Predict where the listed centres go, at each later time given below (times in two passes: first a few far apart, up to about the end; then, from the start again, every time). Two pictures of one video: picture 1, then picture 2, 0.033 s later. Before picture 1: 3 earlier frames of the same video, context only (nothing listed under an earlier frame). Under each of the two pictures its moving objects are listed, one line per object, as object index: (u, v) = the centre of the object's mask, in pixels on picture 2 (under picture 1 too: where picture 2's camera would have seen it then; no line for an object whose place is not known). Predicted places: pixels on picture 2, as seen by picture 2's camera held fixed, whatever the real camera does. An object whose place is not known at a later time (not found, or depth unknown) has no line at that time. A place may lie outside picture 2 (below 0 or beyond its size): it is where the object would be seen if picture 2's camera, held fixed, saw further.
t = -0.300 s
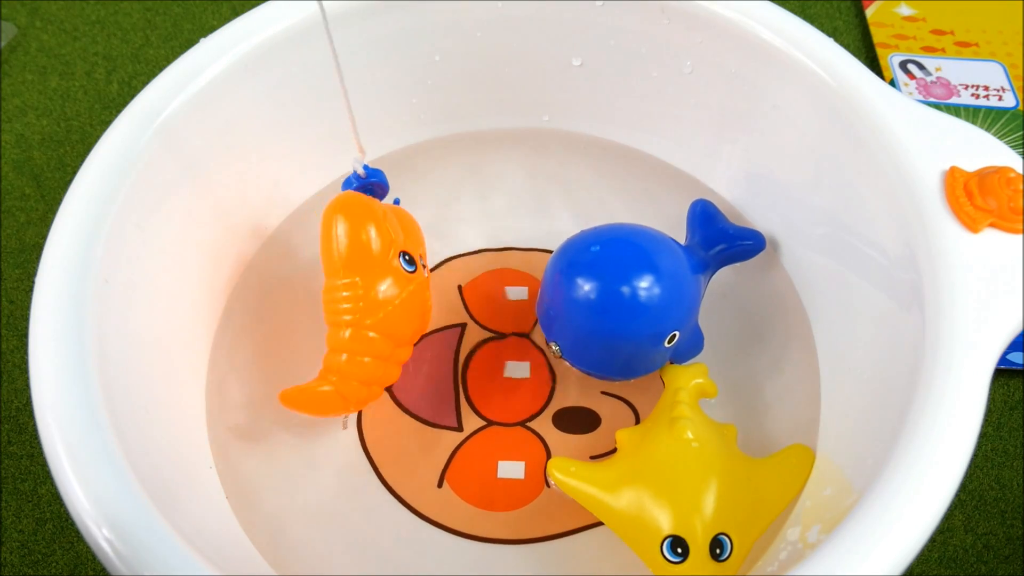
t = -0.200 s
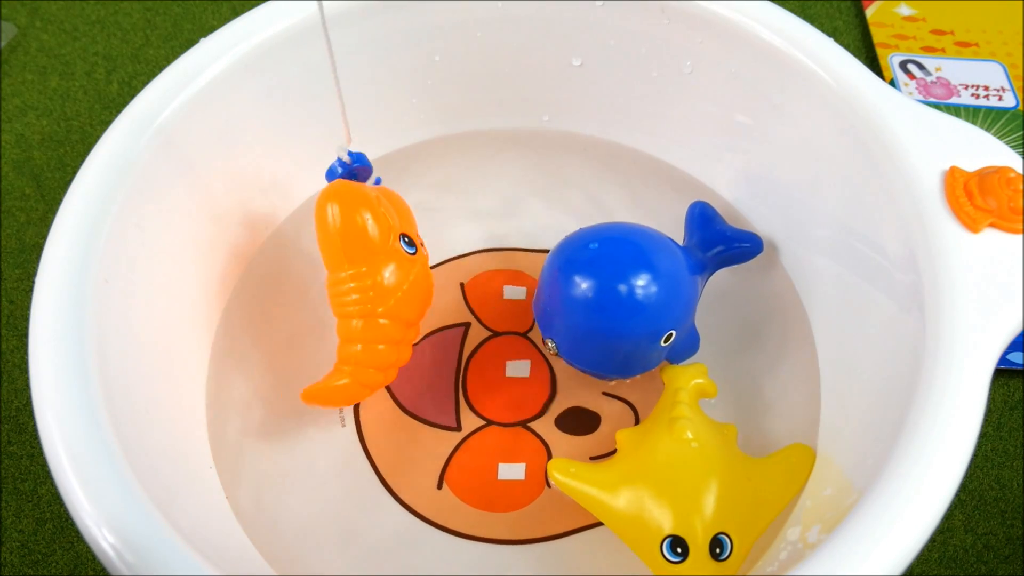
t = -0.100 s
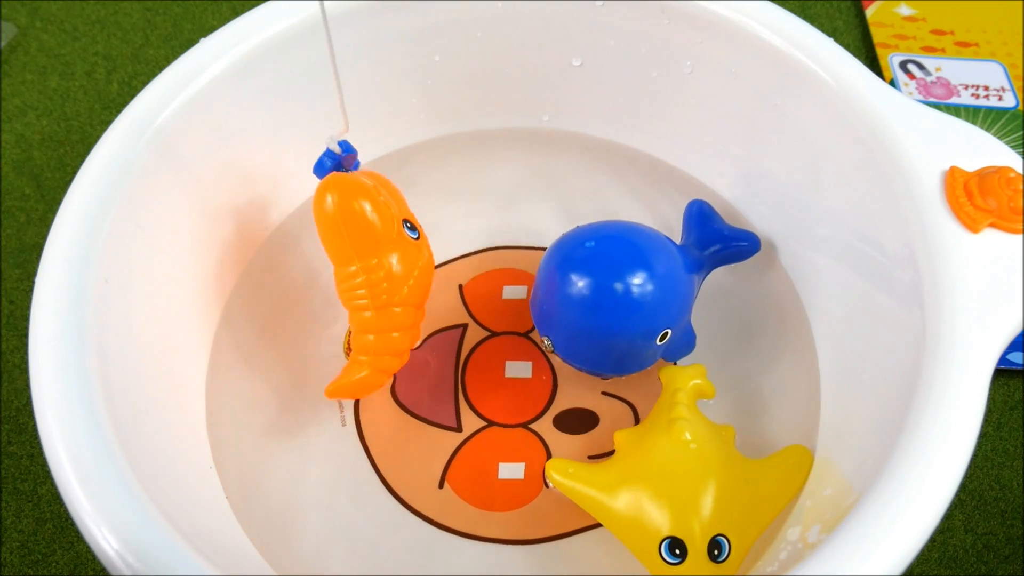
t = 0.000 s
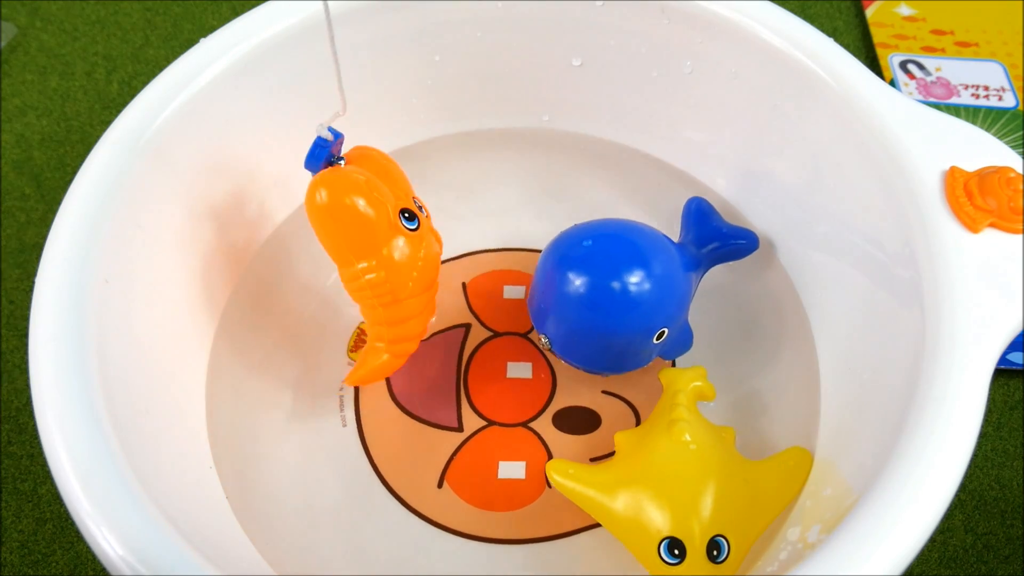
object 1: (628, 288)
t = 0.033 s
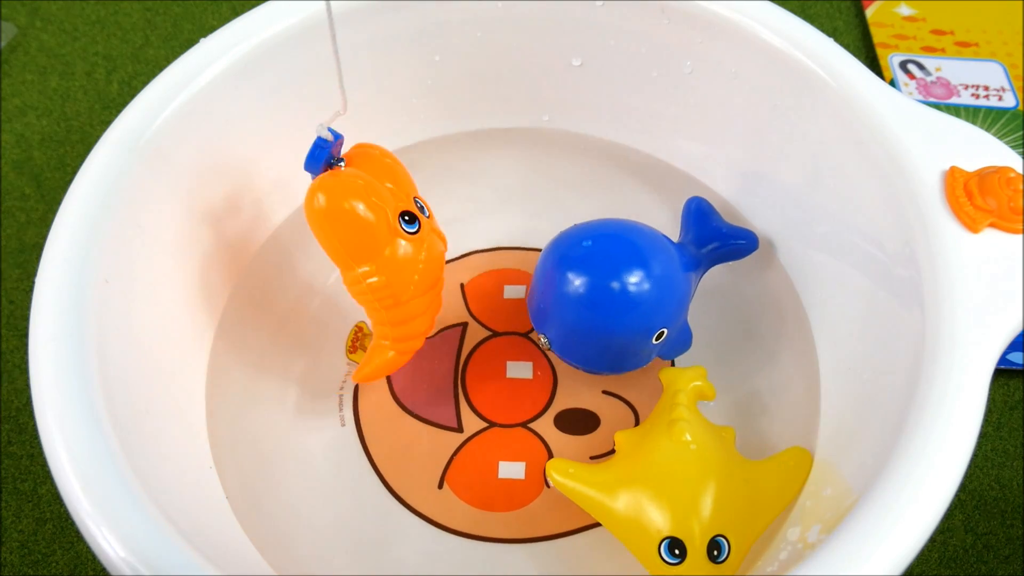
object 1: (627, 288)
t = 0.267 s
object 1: (629, 289)
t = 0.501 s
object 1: (649, 288)
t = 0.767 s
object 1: (655, 294)
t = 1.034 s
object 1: (645, 294)
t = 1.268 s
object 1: (640, 294)
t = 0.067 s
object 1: (627, 288)
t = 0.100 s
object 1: (627, 288)
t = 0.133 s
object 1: (627, 288)
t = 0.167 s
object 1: (627, 289)
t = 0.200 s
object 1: (628, 289)
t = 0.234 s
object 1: (629, 289)
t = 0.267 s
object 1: (629, 289)
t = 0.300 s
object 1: (629, 289)
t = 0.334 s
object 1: (629, 288)
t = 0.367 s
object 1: (629, 288)
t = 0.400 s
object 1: (633, 288)
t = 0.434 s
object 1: (644, 289)
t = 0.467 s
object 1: (649, 286)
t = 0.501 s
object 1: (649, 288)
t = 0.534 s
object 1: (648, 291)
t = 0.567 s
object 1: (652, 293)
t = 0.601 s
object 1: (653, 293)
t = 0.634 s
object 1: (654, 294)
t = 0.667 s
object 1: (654, 294)
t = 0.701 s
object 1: (654, 294)
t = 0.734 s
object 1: (654, 294)
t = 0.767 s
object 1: (655, 294)
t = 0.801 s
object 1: (655, 294)
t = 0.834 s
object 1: (655, 294)
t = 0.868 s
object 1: (655, 294)
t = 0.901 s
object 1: (655, 293)
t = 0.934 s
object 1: (653, 294)
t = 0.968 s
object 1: (650, 294)
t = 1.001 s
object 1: (648, 294)
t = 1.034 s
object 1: (645, 294)
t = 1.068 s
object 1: (643, 294)
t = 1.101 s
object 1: (641, 294)
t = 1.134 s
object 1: (640, 294)
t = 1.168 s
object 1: (640, 293)
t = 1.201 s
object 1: (640, 293)
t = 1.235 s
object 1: (640, 293)
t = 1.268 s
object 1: (640, 294)
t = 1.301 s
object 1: (639, 294)
